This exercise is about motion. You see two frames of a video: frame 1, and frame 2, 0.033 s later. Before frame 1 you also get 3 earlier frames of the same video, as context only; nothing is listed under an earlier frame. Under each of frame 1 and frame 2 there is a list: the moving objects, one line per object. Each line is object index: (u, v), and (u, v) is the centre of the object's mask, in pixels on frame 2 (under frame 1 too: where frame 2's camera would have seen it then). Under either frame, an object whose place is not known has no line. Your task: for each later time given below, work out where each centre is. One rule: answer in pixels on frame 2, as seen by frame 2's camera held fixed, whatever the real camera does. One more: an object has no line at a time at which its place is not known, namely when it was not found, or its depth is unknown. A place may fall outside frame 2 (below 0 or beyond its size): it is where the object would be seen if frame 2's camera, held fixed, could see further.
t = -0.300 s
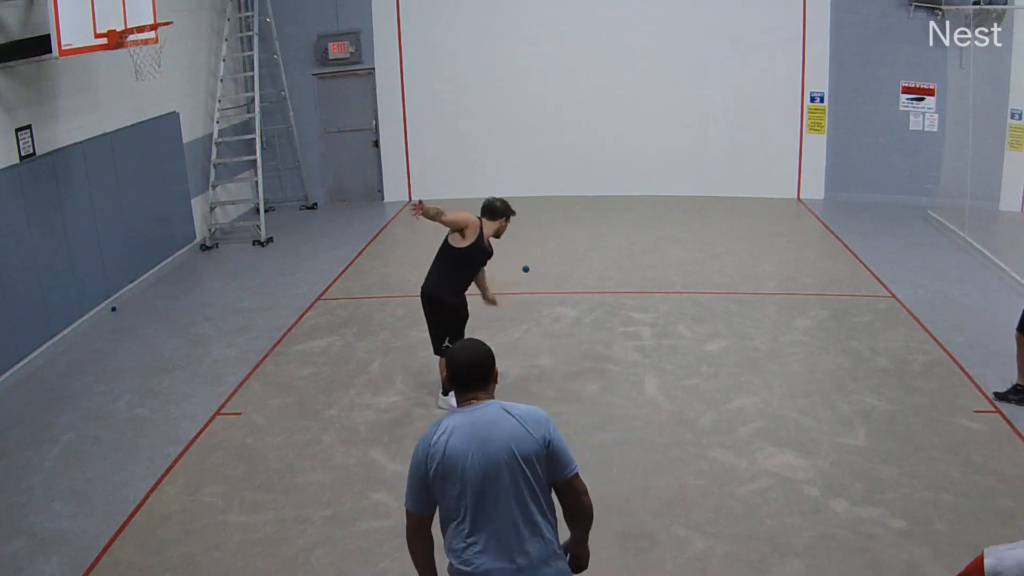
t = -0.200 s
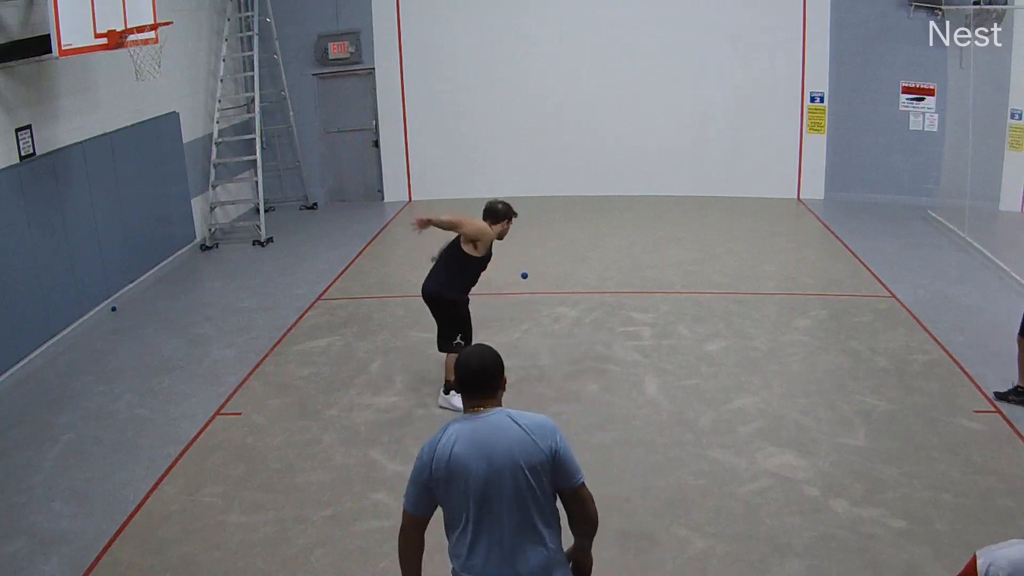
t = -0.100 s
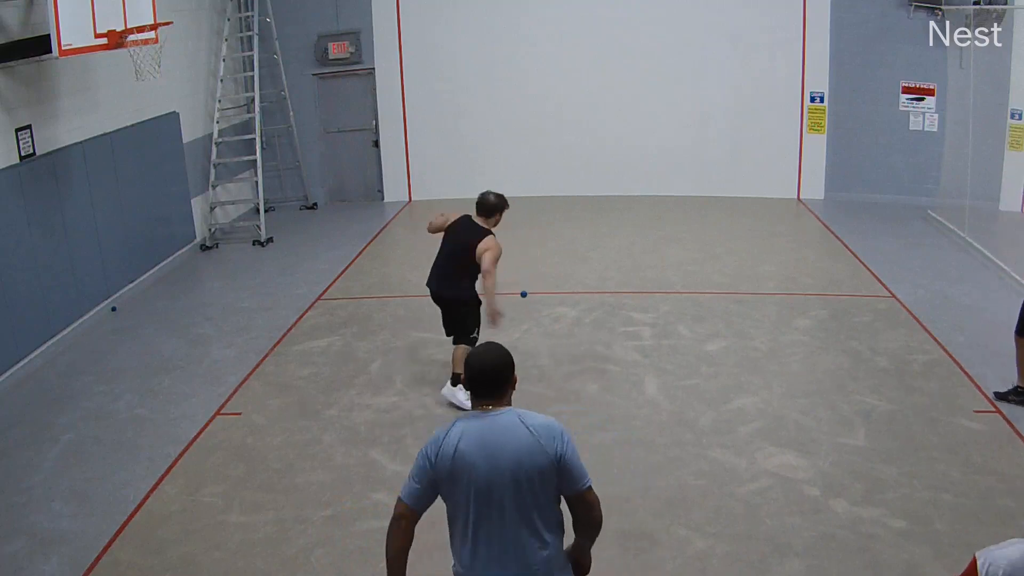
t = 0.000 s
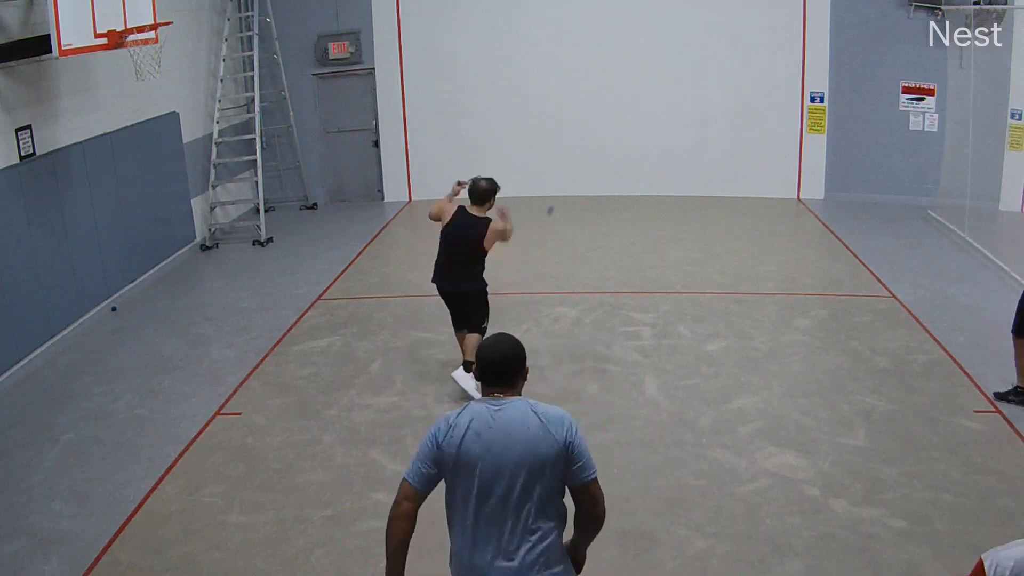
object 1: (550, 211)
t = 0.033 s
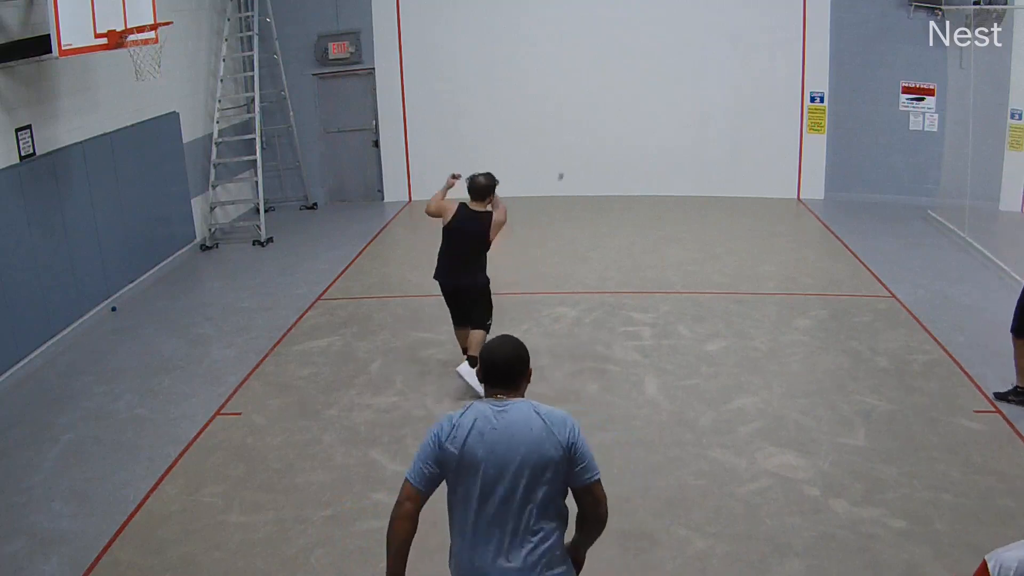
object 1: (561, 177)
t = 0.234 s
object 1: (601, 64)
